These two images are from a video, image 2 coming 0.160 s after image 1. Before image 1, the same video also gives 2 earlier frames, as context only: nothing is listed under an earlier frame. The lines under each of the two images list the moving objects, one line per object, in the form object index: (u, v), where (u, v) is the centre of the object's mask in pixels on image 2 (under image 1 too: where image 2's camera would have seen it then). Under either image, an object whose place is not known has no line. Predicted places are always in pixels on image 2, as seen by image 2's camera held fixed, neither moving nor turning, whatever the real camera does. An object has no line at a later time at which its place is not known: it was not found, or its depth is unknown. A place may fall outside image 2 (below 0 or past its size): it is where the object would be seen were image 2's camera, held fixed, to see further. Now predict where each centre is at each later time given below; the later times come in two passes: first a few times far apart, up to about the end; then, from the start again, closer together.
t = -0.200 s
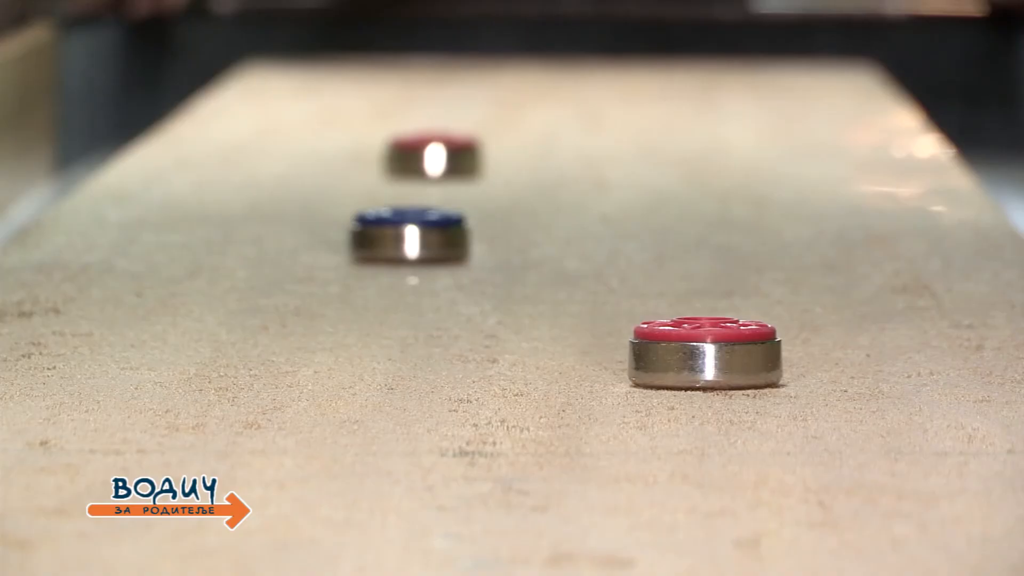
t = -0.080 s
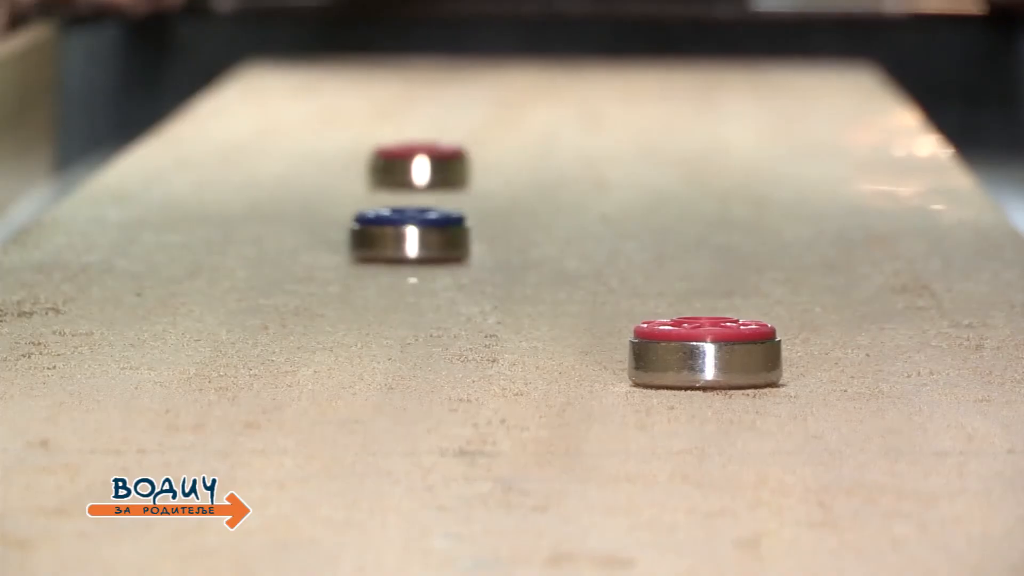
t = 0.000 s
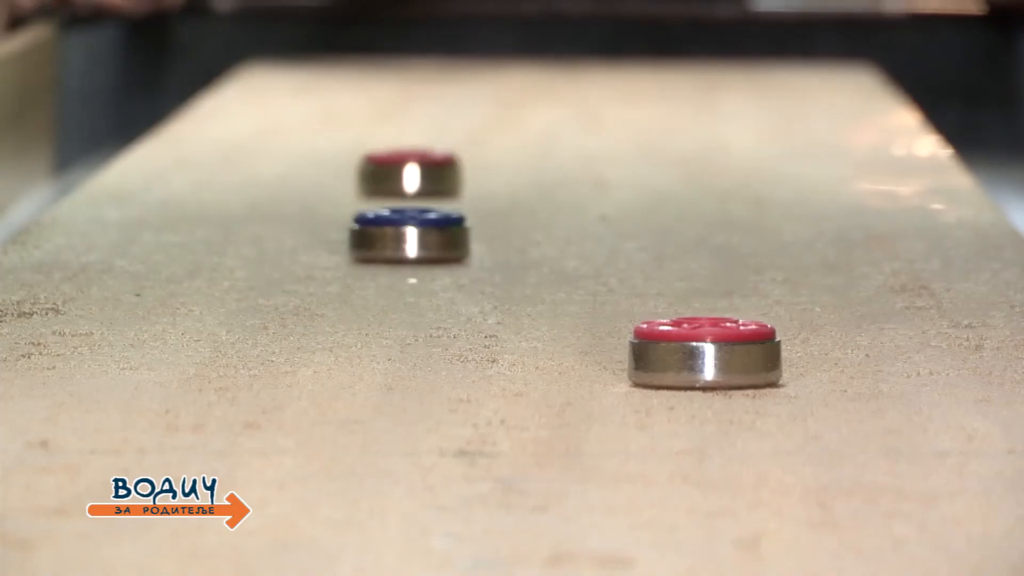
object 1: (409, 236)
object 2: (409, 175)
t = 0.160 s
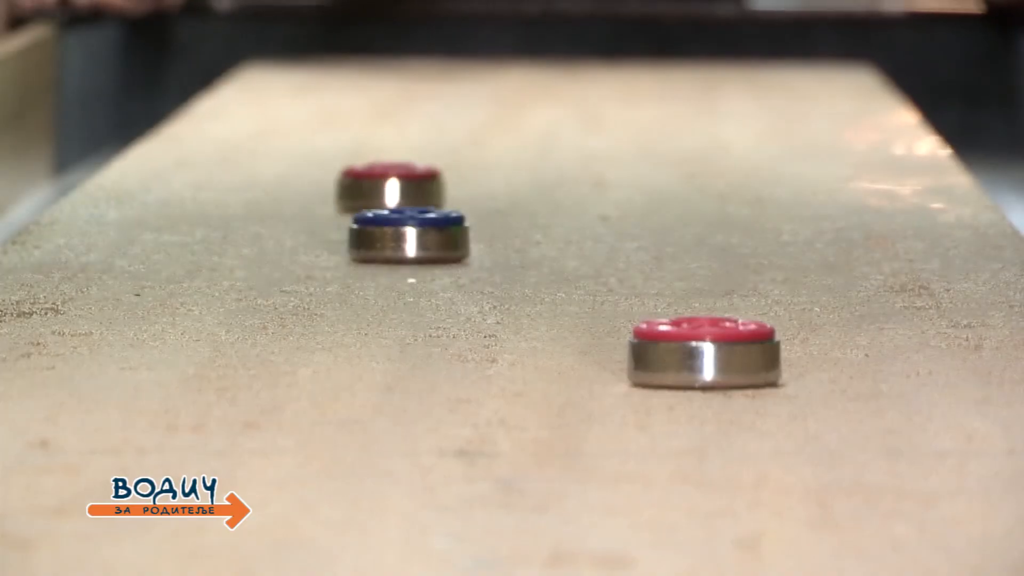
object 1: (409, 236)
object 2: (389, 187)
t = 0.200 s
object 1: (409, 236)
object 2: (383, 189)
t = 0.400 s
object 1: (409, 236)
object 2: (348, 206)
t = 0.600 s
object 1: (414, 235)
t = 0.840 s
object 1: (614, 252)
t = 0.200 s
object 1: (409, 236)
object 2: (383, 189)
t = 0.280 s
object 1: (409, 236)
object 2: (370, 195)
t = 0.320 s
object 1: (409, 236)
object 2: (362, 198)
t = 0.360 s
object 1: (409, 236)
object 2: (355, 201)
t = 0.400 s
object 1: (409, 236)
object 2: (348, 206)
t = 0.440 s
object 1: (408, 236)
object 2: (341, 210)
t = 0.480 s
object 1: (408, 236)
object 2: (334, 215)
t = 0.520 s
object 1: (409, 236)
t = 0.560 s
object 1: (408, 236)
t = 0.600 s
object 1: (414, 235)
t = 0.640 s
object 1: (448, 238)
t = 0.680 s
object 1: (482, 241)
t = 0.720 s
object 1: (515, 244)
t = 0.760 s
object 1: (548, 247)
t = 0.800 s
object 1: (581, 250)
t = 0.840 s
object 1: (614, 252)
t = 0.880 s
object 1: (645, 255)
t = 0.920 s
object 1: (674, 258)
